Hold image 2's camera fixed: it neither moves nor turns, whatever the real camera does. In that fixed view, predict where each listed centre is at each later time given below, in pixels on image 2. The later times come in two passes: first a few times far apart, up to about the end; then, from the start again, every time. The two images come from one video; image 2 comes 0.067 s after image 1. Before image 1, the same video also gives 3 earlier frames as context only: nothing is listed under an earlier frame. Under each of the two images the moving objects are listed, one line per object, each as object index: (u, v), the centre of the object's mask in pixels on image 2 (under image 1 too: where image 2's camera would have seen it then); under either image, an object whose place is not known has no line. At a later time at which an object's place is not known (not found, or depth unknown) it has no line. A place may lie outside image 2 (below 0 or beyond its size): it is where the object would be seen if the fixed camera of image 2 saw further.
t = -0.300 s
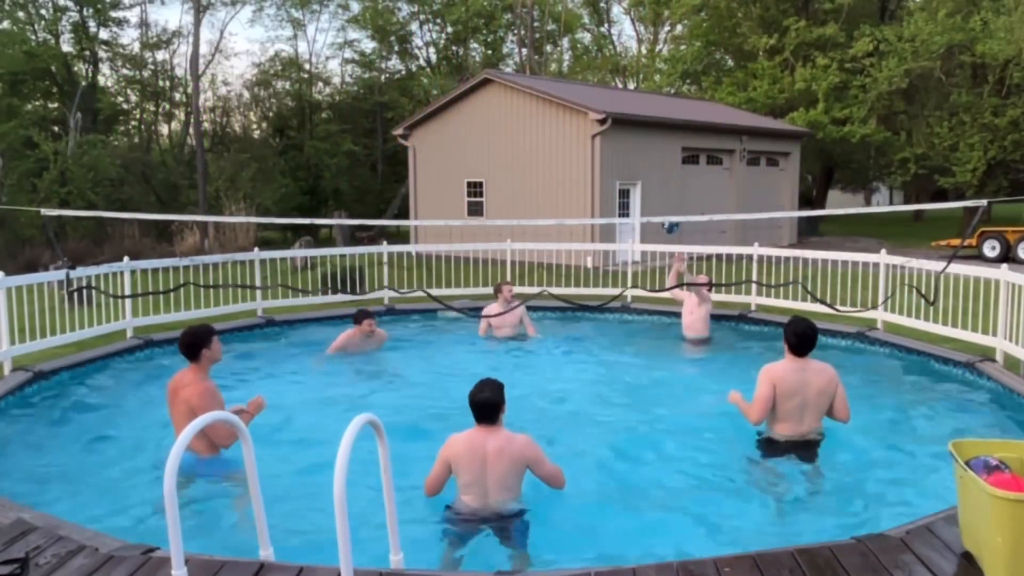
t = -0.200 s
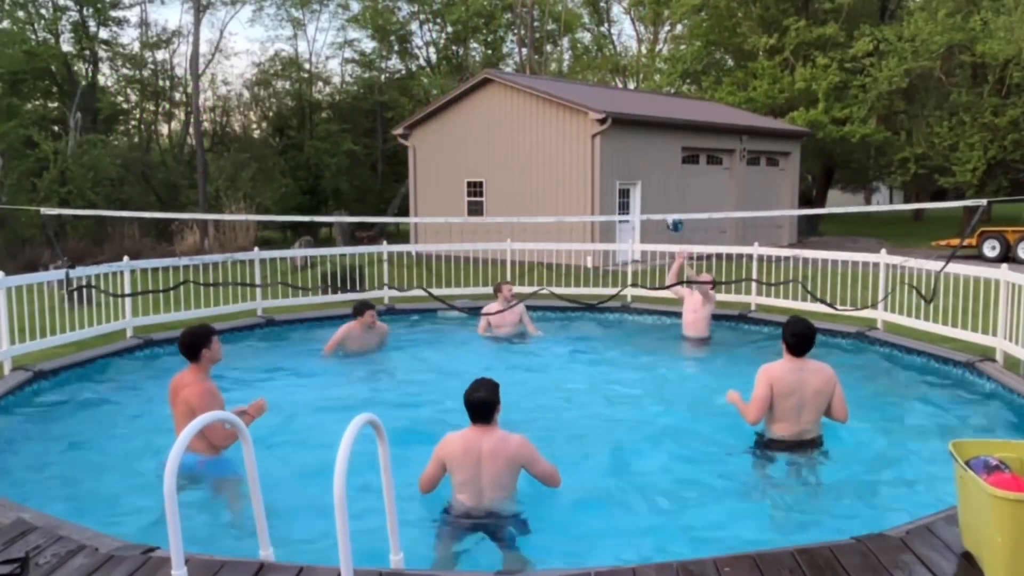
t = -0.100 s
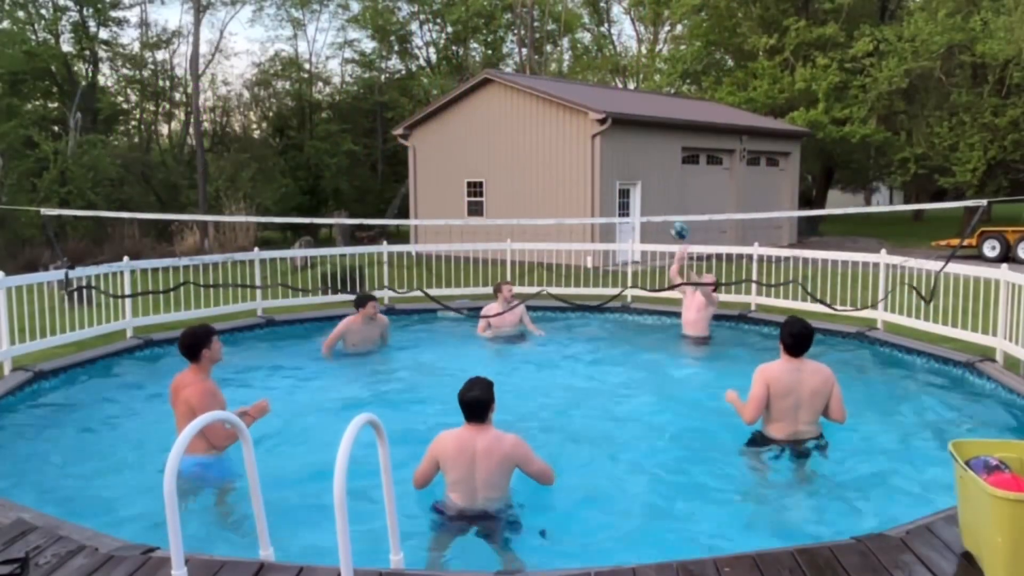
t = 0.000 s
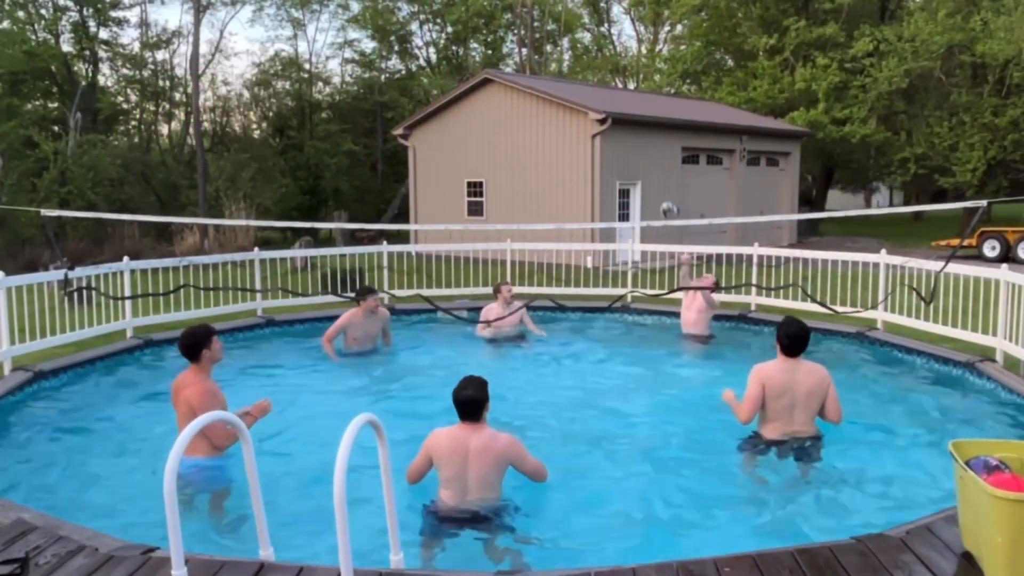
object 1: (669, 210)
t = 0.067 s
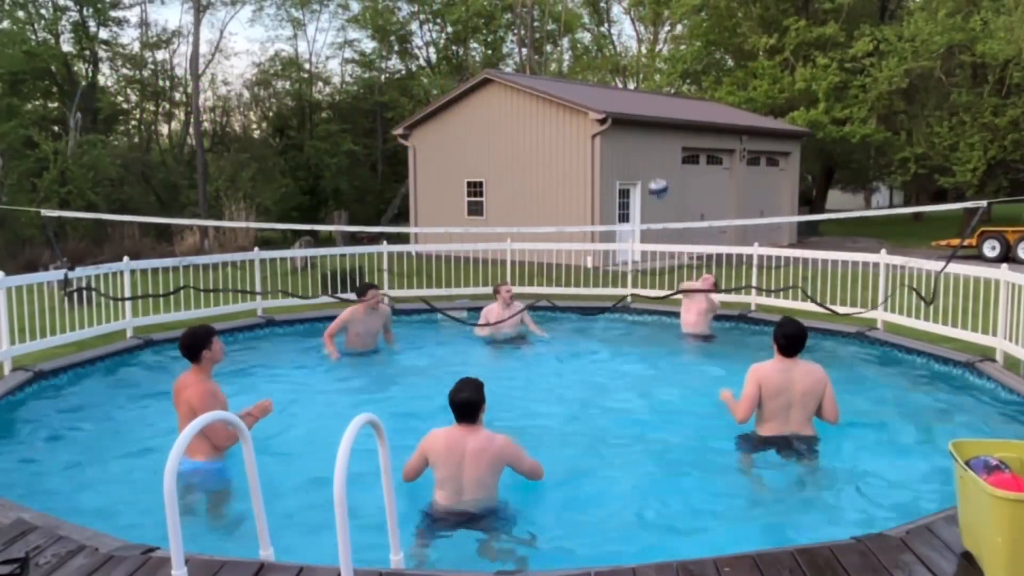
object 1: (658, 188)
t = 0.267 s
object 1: (616, 145)
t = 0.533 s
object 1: (552, 167)
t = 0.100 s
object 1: (651, 179)
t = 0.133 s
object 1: (645, 170)
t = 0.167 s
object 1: (639, 162)
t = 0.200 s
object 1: (631, 155)
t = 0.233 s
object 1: (624, 149)
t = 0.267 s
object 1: (616, 145)
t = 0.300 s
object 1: (609, 142)
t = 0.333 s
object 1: (601, 141)
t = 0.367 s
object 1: (593, 142)
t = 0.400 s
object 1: (585, 143)
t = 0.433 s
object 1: (578, 145)
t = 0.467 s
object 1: (569, 151)
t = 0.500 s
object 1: (561, 158)
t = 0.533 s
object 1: (552, 167)
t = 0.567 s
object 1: (543, 179)
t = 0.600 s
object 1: (534, 193)
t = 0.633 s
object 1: (525, 208)
